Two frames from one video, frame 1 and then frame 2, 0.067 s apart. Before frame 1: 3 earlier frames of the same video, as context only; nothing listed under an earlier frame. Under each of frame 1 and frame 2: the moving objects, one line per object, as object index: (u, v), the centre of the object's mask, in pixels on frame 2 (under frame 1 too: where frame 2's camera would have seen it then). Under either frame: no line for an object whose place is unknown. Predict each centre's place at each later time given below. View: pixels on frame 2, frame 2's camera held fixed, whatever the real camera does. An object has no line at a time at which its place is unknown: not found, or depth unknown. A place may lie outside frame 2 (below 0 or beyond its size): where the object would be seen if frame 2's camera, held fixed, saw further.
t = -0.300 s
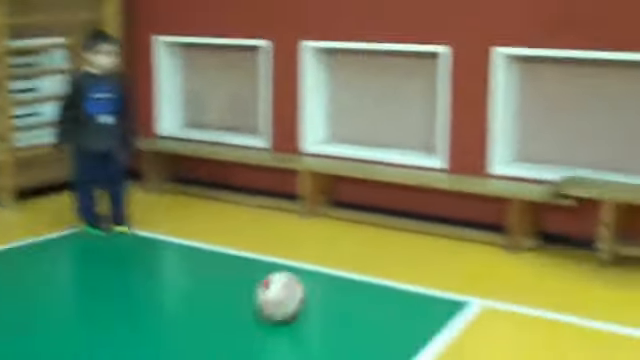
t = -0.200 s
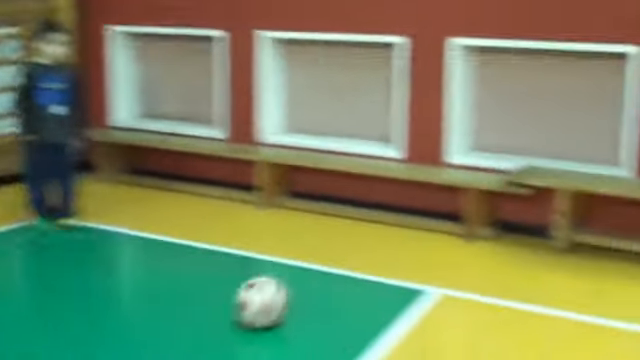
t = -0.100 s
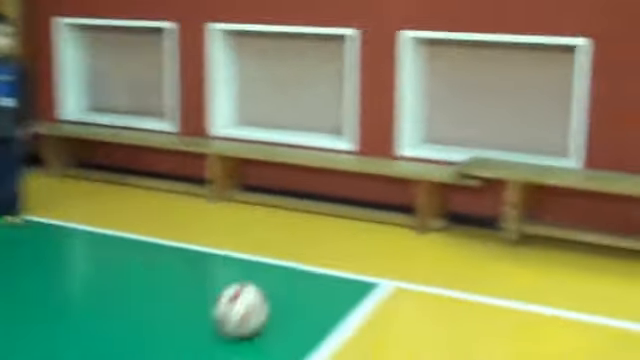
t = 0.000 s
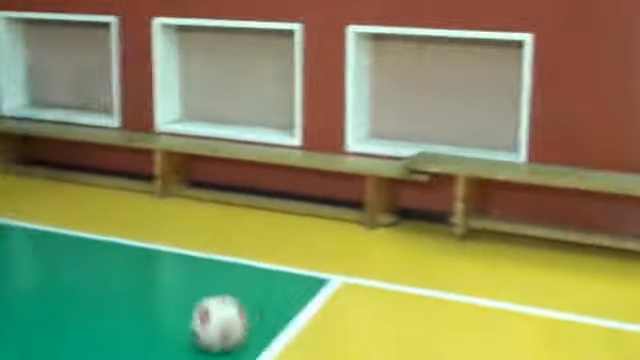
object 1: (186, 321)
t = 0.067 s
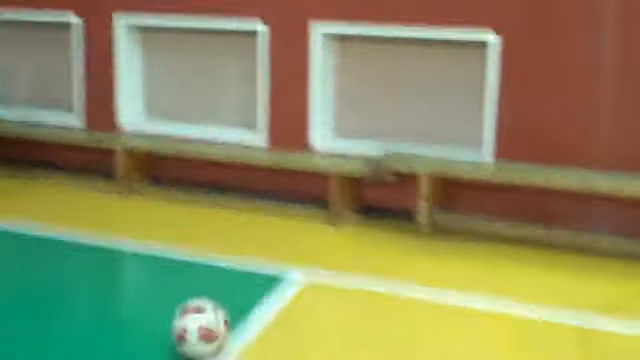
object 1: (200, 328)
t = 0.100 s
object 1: (212, 333)
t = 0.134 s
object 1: (226, 335)
